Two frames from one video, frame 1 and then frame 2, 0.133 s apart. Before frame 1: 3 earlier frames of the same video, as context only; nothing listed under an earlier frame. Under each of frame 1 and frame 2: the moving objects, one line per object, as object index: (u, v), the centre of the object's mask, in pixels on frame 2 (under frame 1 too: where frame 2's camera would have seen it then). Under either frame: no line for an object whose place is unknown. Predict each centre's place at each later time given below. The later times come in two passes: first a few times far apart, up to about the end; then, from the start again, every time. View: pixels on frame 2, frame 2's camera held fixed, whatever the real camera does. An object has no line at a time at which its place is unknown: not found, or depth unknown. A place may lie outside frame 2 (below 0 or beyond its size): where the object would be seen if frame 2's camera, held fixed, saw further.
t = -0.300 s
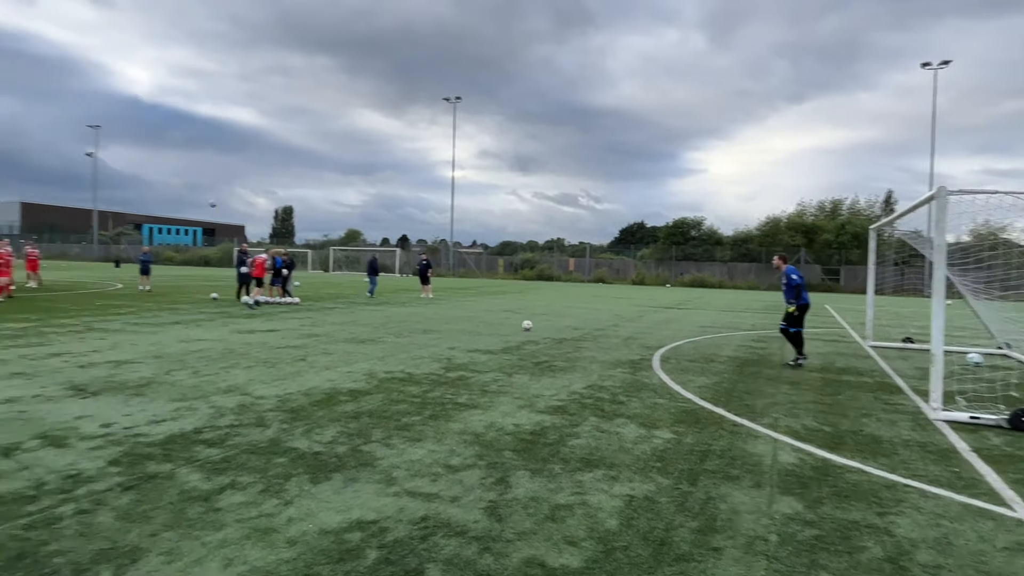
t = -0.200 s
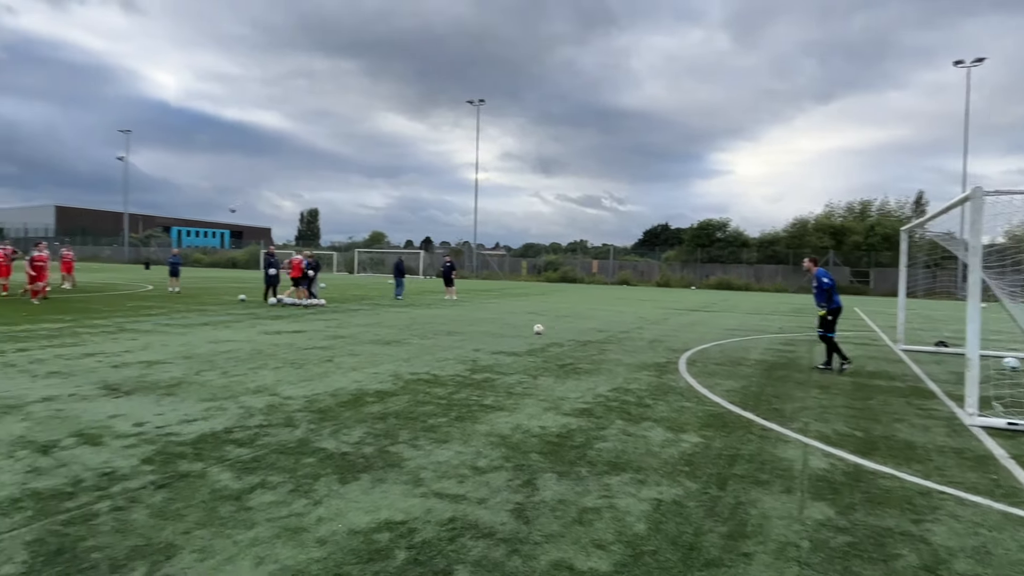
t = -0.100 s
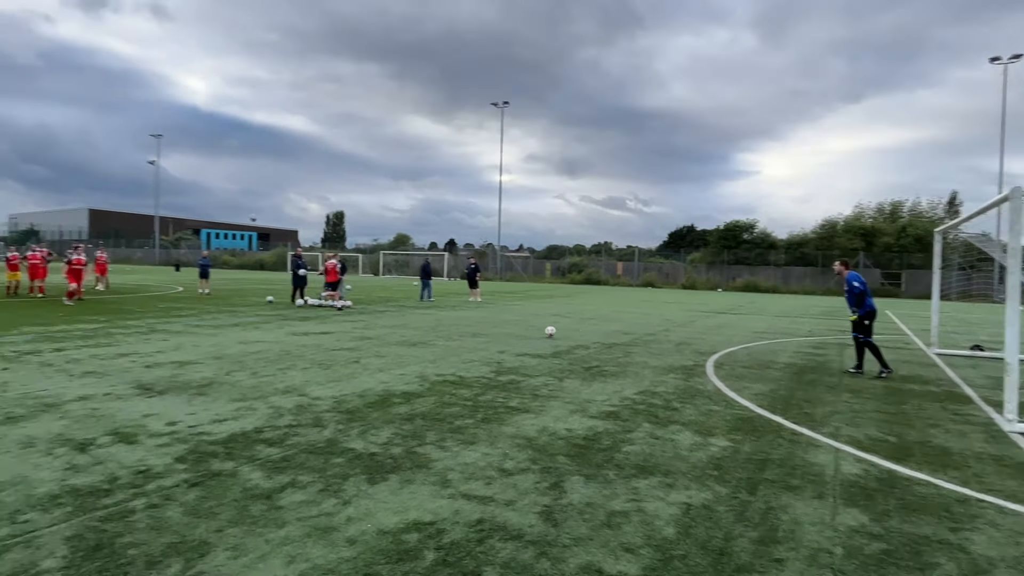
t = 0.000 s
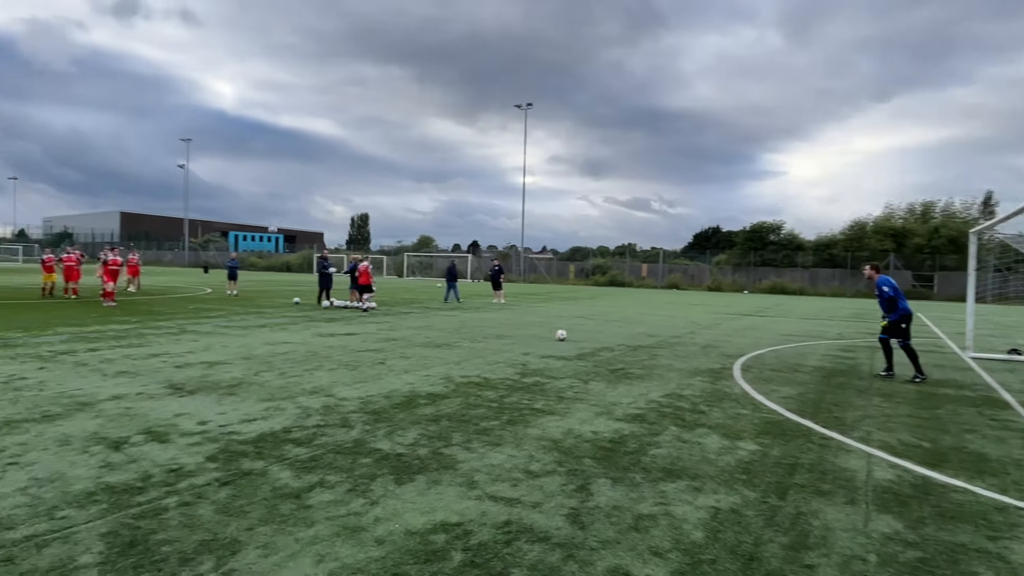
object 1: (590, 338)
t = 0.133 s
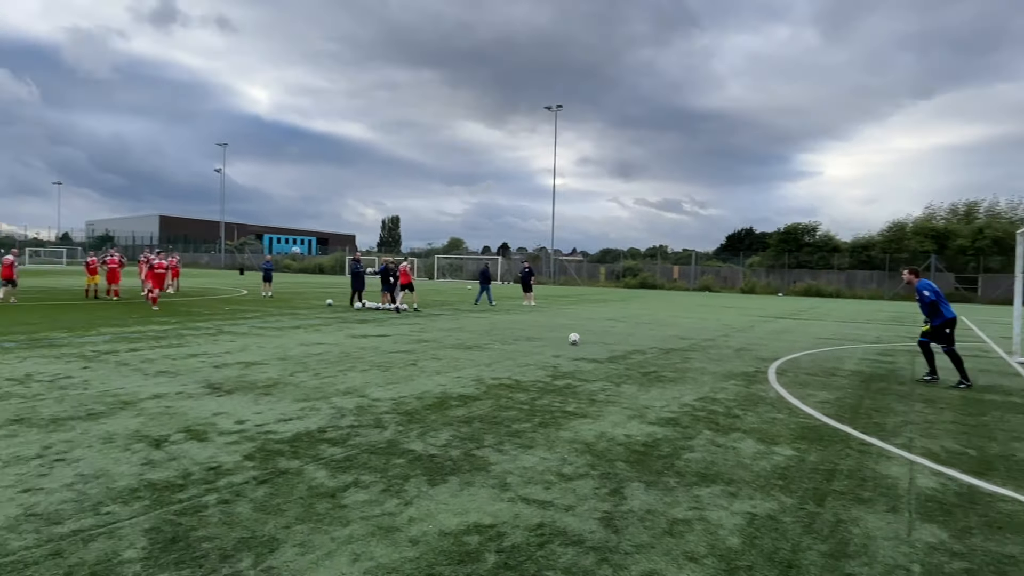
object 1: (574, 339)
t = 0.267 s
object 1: (557, 341)
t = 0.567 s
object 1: (514, 345)
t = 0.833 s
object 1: (473, 348)
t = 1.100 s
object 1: (426, 353)
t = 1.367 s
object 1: (374, 358)
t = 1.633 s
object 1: (316, 362)
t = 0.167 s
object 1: (570, 339)
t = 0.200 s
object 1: (565, 340)
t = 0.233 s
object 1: (561, 341)
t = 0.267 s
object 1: (557, 341)
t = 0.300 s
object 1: (552, 341)
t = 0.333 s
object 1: (548, 341)
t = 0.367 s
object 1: (543, 343)
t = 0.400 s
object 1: (538, 343)
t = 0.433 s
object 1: (534, 343)
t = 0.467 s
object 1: (529, 344)
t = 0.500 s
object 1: (525, 344)
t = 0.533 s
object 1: (519, 344)
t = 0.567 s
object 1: (514, 345)
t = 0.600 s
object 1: (510, 345)
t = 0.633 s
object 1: (504, 346)
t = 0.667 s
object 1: (500, 346)
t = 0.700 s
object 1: (494, 346)
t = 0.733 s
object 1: (489, 347)
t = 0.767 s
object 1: (484, 348)
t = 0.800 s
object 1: (478, 348)
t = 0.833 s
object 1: (473, 348)
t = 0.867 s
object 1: (468, 349)
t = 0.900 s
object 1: (462, 349)
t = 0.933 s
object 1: (456, 350)
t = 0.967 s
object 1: (450, 351)
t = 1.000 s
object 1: (445, 351)
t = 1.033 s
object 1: (439, 352)
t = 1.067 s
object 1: (432, 352)
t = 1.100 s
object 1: (426, 353)
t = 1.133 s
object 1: (420, 353)
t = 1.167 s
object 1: (414, 354)
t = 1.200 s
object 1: (408, 354)
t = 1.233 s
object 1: (401, 355)
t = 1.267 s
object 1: (394, 355)
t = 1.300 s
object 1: (388, 356)
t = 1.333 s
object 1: (381, 357)
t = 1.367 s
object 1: (374, 358)
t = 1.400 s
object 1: (367, 358)
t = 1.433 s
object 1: (360, 358)
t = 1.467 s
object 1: (353, 359)
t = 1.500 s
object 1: (346, 359)
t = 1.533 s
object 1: (339, 360)
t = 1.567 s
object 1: (332, 361)
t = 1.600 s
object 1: (324, 361)
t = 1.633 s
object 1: (316, 362)
